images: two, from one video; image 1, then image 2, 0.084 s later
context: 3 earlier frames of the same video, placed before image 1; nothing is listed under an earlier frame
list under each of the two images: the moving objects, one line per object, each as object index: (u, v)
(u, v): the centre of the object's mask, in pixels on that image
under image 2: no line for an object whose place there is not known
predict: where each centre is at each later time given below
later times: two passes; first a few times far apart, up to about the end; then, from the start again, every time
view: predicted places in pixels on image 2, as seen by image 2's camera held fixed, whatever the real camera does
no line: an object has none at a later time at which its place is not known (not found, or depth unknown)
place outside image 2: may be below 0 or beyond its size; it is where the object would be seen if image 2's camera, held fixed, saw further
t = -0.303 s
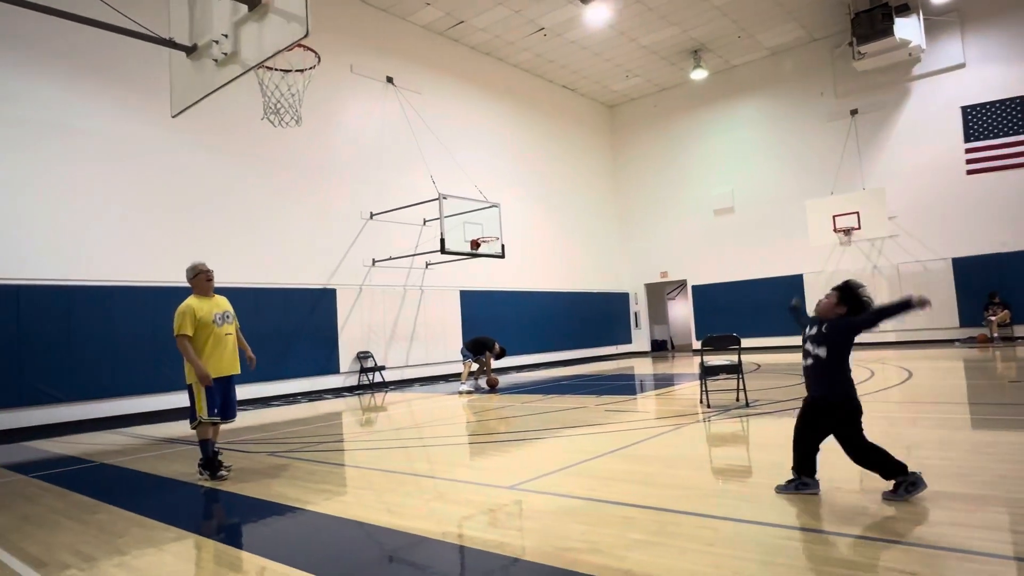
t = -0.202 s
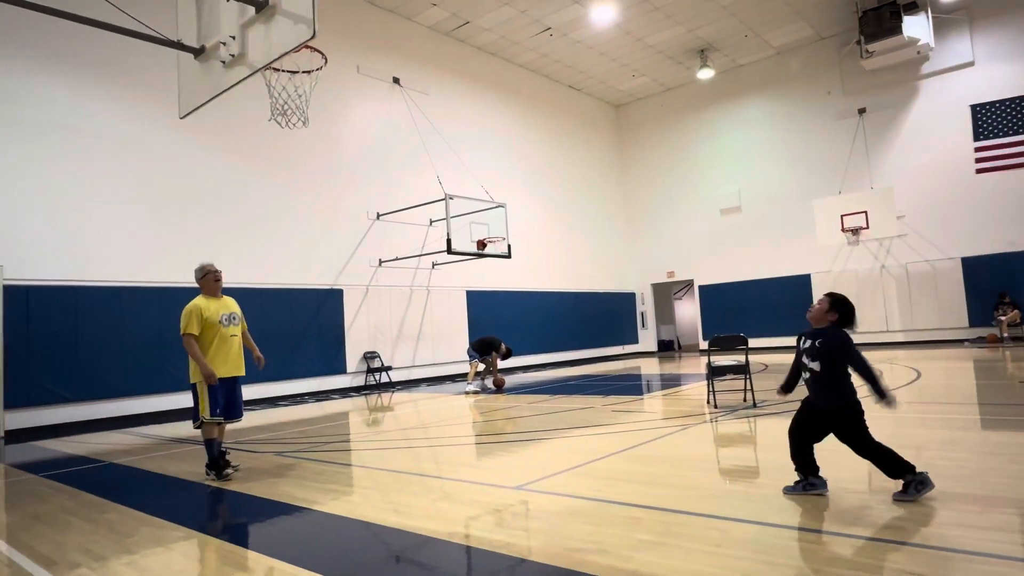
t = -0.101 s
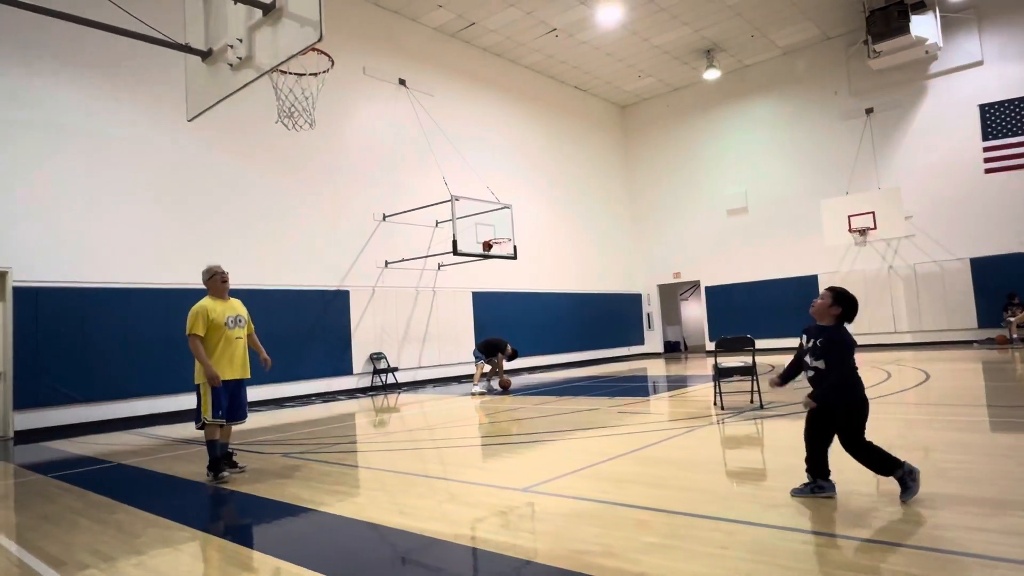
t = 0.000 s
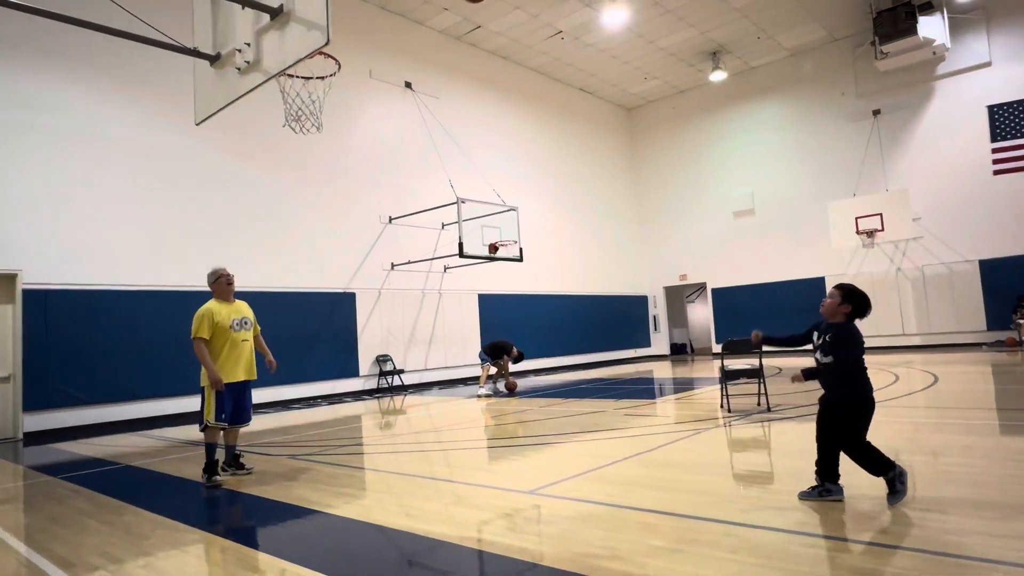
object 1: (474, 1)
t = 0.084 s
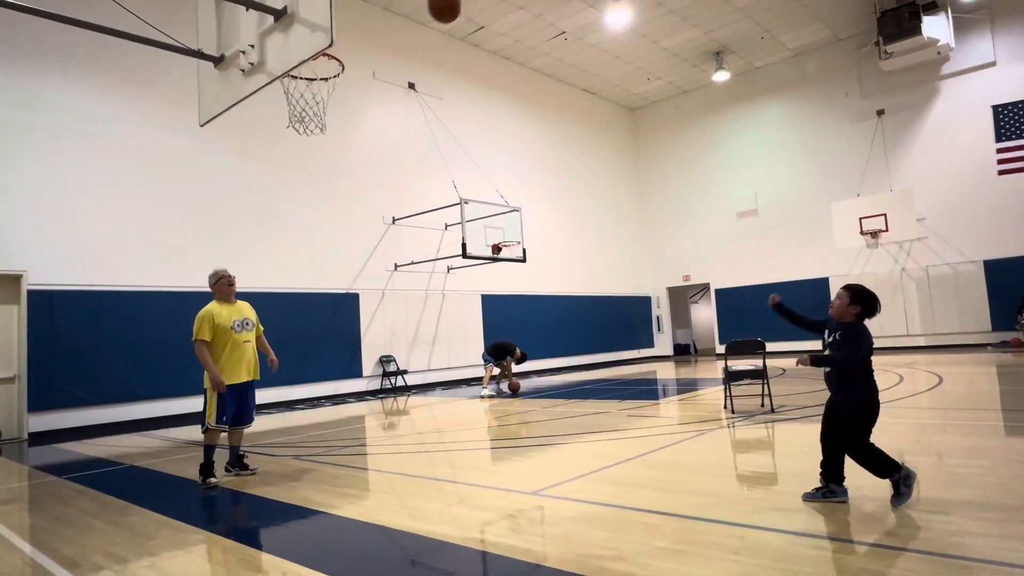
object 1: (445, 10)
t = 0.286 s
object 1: (372, 86)
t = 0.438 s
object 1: (323, 177)
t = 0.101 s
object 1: (438, 13)
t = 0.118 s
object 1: (432, 16)
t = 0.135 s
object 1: (426, 21)
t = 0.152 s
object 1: (419, 27)
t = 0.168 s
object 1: (413, 33)
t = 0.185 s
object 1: (407, 39)
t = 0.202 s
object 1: (401, 47)
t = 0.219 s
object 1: (395, 54)
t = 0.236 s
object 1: (389, 62)
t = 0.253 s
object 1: (383, 70)
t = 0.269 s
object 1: (378, 78)
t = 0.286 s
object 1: (372, 86)
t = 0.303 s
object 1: (367, 95)
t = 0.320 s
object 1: (361, 104)
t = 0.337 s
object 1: (355, 114)
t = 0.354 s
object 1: (349, 124)
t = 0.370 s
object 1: (344, 134)
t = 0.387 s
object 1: (339, 144)
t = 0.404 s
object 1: (333, 154)
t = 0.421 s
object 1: (328, 166)
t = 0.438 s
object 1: (323, 177)
